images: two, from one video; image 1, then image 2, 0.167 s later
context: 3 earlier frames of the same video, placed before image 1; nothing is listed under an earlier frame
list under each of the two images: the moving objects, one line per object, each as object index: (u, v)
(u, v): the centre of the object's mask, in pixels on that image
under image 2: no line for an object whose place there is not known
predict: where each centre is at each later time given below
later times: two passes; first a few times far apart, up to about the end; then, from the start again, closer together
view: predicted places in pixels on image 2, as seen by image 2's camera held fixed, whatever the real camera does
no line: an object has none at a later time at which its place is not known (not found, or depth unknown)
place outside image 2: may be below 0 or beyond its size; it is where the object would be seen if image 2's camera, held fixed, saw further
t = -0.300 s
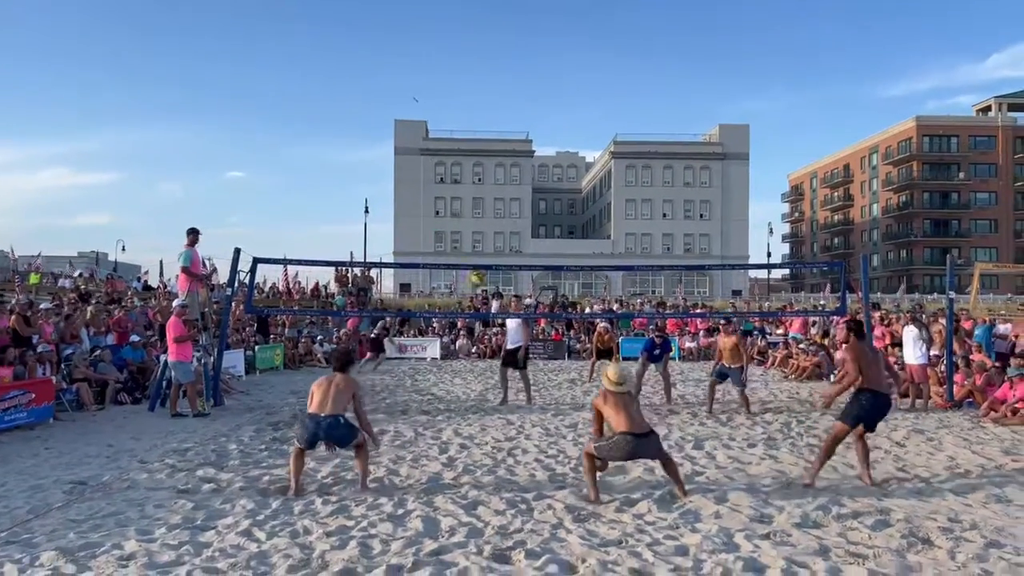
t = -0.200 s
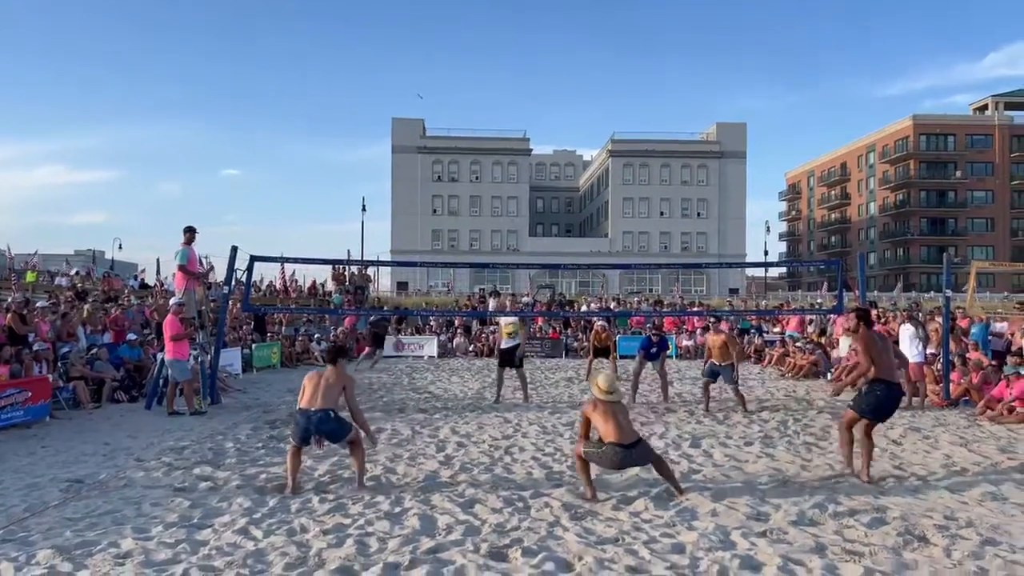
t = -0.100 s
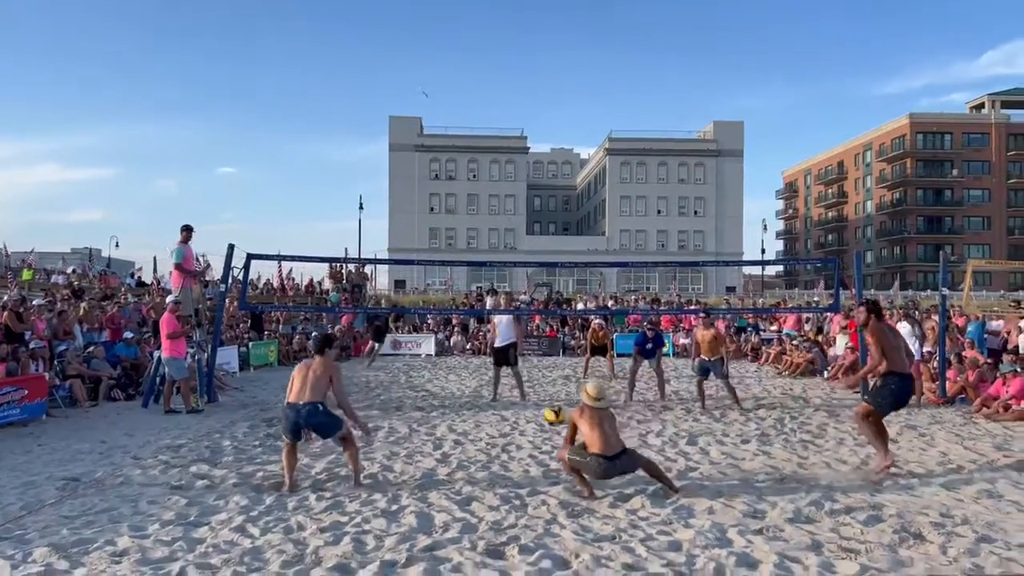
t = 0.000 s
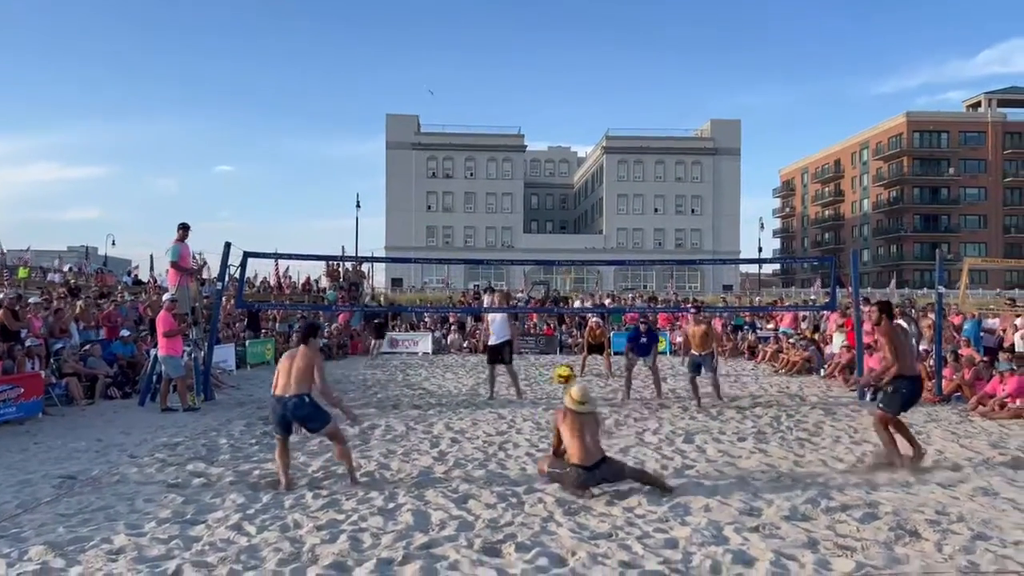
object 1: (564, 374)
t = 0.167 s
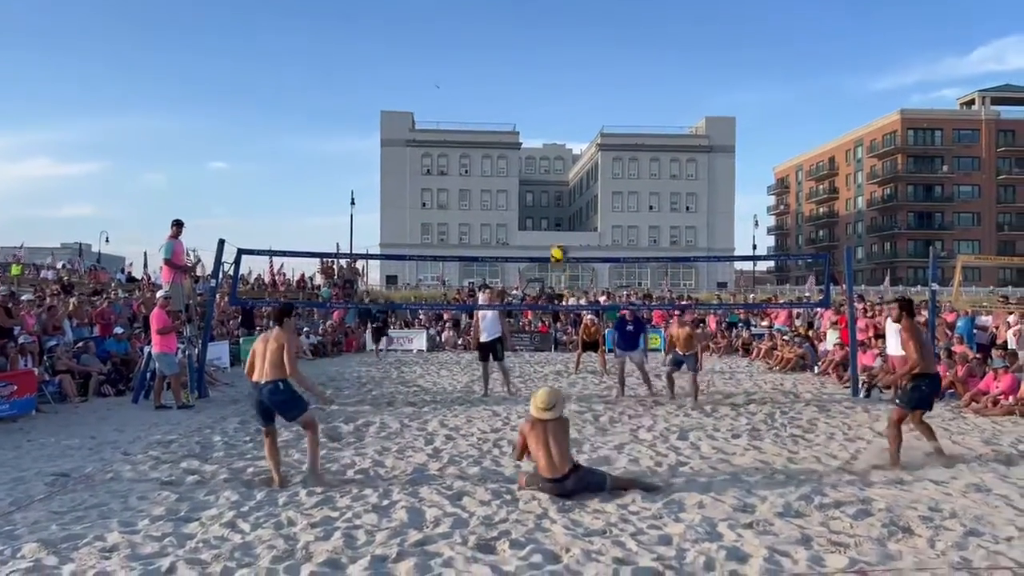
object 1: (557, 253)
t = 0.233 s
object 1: (558, 220)
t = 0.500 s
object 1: (561, 130)
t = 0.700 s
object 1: (563, 109)
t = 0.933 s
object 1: (566, 126)
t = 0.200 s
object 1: (559, 236)
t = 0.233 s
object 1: (558, 220)
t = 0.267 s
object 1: (558, 204)
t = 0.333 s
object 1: (560, 176)
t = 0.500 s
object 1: (561, 130)
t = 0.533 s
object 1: (561, 124)
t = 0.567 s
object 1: (561, 119)
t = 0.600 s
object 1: (562, 115)
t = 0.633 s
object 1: (562, 112)
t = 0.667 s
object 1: (563, 110)
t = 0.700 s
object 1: (563, 109)
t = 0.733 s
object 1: (563, 109)
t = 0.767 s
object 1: (563, 109)
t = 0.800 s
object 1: (564, 111)
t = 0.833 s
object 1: (565, 113)
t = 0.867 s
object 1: (564, 117)
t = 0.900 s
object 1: (565, 121)
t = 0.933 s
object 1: (566, 126)
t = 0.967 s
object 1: (566, 131)
